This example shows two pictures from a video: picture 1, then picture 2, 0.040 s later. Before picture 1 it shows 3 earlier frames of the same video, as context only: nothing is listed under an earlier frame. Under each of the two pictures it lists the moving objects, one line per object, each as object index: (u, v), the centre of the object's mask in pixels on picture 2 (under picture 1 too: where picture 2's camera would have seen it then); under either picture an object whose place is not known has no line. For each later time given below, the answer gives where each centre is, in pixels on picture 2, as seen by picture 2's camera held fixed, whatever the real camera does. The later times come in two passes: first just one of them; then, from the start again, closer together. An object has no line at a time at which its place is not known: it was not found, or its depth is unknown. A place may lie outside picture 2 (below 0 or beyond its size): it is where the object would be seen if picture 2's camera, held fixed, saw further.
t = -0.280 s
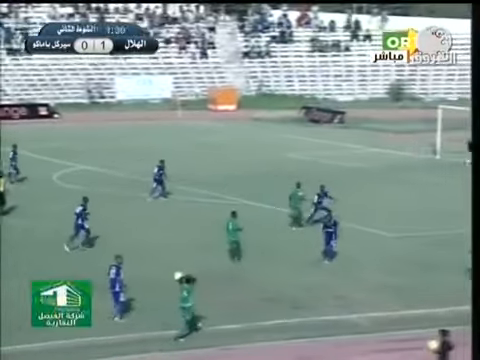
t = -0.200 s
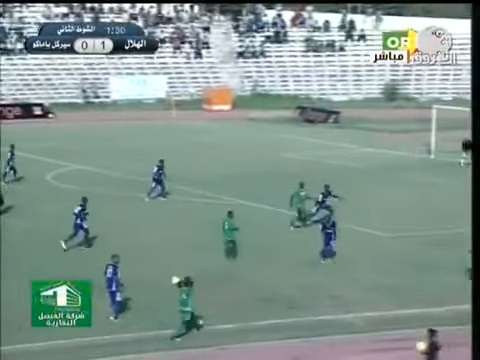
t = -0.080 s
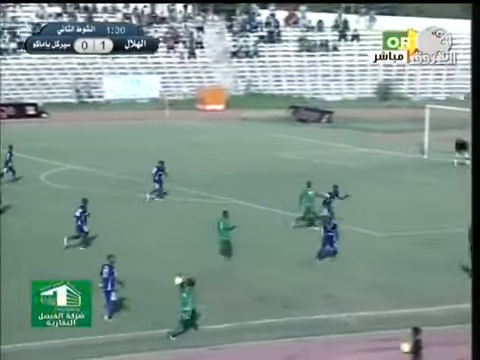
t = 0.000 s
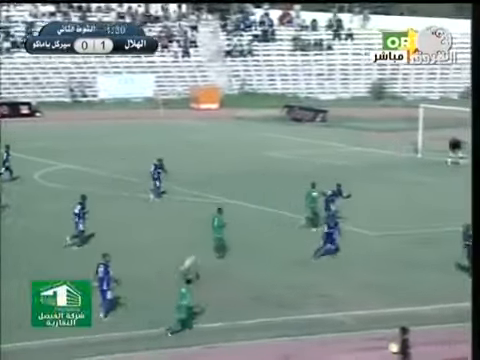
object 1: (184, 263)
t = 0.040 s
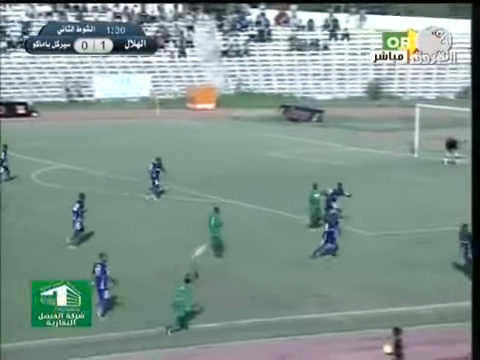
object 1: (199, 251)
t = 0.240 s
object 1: (269, 206)
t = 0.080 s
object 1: (216, 239)
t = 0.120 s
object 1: (228, 231)
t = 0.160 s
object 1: (243, 222)
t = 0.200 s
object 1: (256, 214)
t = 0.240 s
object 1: (269, 206)
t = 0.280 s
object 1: (282, 199)
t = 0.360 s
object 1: (306, 187)
